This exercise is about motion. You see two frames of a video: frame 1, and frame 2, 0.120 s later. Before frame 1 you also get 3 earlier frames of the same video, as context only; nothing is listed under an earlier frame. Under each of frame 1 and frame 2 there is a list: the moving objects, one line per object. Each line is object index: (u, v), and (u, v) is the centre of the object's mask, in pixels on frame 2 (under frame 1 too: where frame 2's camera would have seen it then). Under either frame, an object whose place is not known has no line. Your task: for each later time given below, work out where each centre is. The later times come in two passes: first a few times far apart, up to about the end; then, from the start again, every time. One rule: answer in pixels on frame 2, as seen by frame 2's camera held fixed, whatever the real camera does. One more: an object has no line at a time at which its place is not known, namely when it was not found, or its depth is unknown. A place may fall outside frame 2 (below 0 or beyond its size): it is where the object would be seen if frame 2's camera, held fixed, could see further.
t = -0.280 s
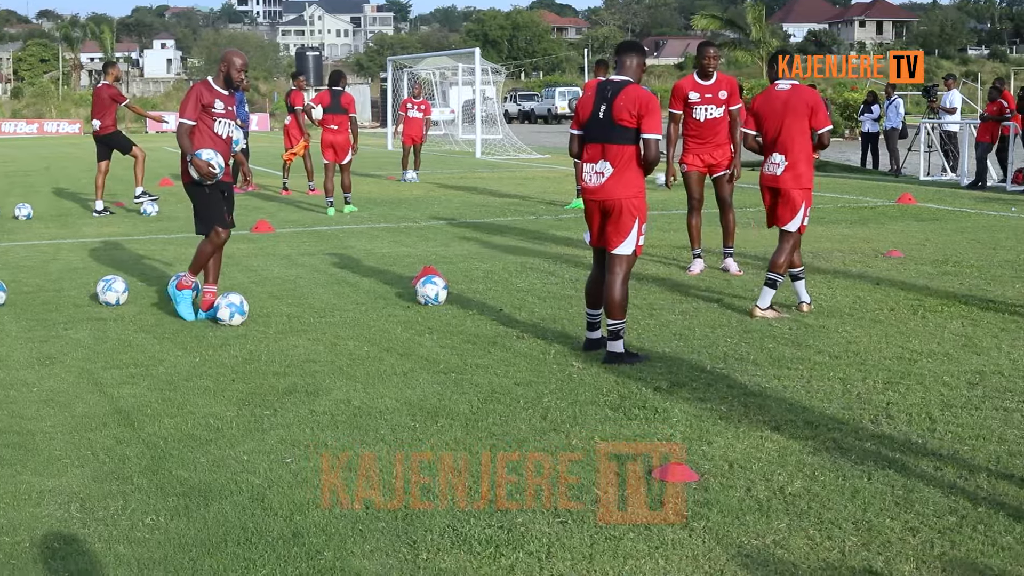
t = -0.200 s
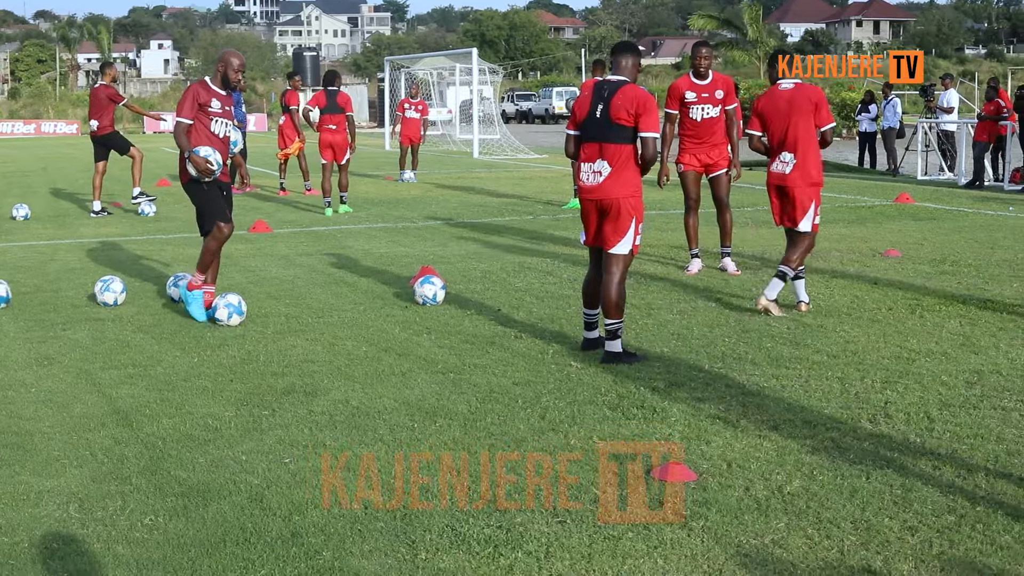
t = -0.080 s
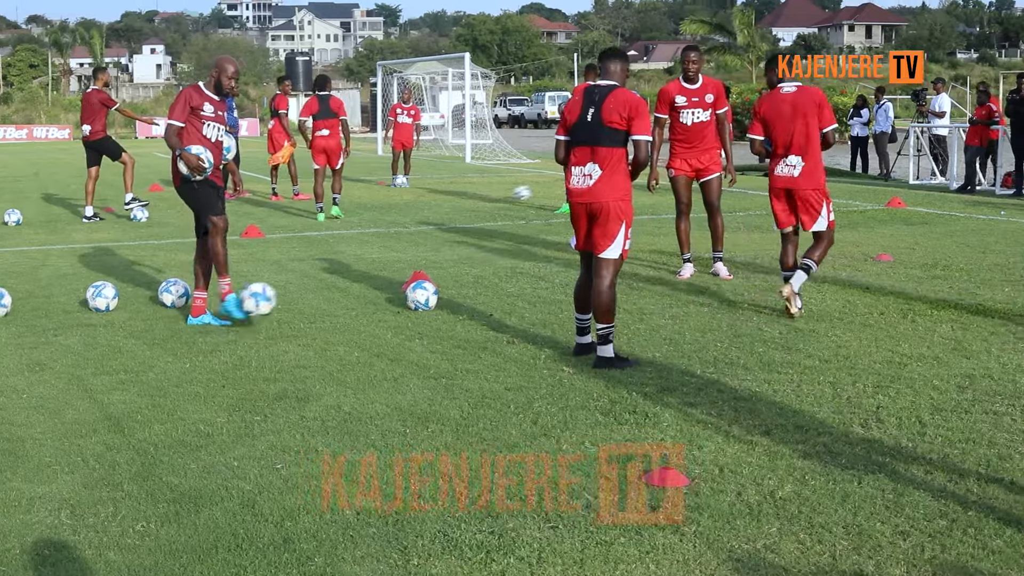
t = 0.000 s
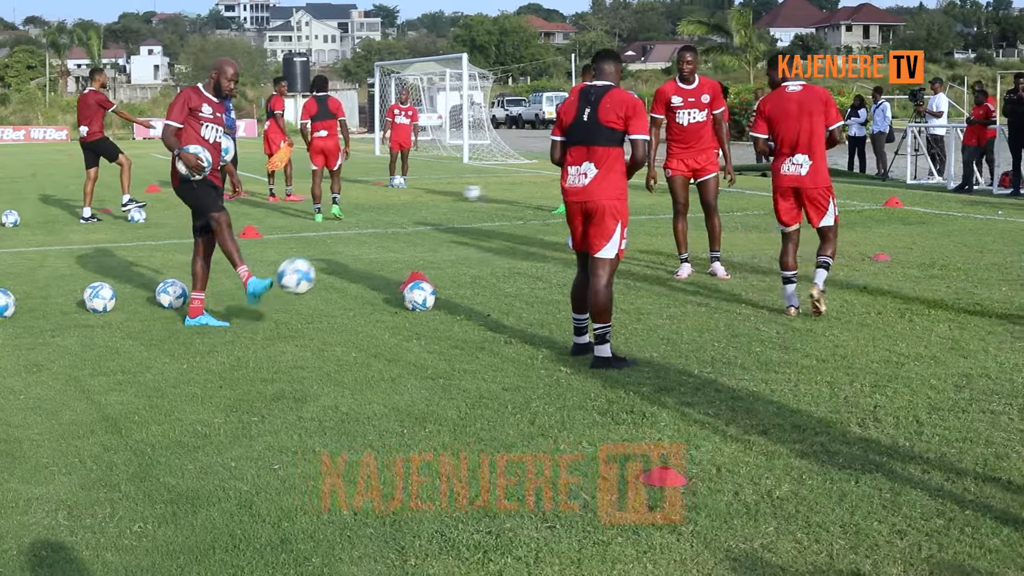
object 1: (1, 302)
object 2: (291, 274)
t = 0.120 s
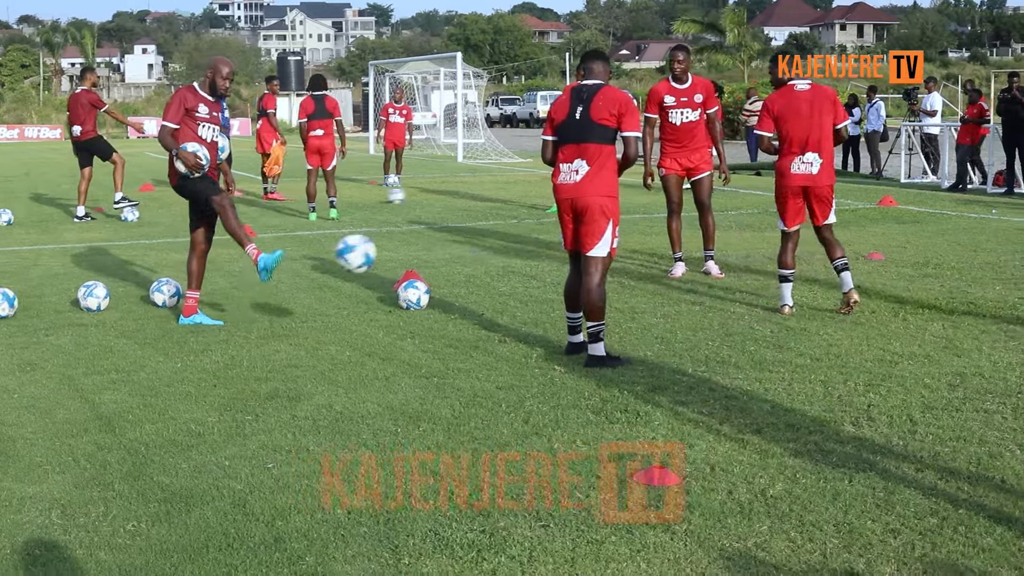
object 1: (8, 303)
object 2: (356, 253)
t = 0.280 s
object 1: (18, 302)
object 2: (455, 262)
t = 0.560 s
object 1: (19, 306)
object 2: (662, 392)
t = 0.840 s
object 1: (25, 308)
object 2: (817, 392)
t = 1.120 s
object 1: (27, 310)
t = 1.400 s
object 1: (29, 308)
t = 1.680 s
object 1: (29, 308)
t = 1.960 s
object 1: (28, 309)
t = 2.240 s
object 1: (27, 309)
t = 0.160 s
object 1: (12, 304)
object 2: (379, 252)
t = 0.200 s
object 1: (14, 303)
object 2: (403, 251)
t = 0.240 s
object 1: (17, 304)
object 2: (428, 255)
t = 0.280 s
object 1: (18, 302)
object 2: (455, 262)
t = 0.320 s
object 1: (14, 302)
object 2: (483, 272)
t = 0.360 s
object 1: (15, 304)
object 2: (511, 286)
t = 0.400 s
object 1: (17, 305)
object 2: (540, 303)
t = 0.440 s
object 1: (16, 304)
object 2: (571, 325)
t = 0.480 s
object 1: (17, 306)
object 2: (603, 351)
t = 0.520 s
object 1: (18, 307)
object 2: (635, 380)
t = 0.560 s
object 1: (19, 306)
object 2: (662, 392)
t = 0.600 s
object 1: (21, 307)
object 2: (683, 382)
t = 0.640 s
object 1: (21, 307)
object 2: (704, 375)
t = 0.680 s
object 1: (23, 308)
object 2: (725, 372)
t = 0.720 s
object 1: (23, 308)
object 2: (747, 371)
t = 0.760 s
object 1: (24, 308)
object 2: (769, 374)
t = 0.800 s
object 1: (25, 308)
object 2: (793, 381)
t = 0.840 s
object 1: (25, 308)
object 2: (817, 392)
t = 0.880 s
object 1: (26, 309)
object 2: (841, 406)
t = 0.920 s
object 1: (26, 308)
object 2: (865, 427)
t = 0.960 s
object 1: (27, 309)
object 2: (891, 439)
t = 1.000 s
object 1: (28, 309)
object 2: (917, 435)
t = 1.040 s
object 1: (28, 309)
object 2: (943, 435)
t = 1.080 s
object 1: (28, 309)
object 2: (970, 438)
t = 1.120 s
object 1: (27, 310)
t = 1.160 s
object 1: (28, 309)
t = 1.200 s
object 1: (28, 310)
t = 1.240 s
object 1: (27, 309)
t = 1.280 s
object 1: (28, 310)
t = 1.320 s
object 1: (28, 309)
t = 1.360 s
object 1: (29, 309)
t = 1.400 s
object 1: (29, 308)
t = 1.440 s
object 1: (28, 308)
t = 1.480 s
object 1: (28, 309)
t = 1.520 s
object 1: (29, 308)
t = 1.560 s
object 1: (30, 307)
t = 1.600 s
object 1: (28, 308)
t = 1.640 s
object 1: (28, 309)
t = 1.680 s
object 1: (29, 308)
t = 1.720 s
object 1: (28, 307)
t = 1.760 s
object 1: (28, 308)
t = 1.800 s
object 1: (28, 309)
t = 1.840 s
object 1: (28, 309)
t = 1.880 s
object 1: (28, 308)
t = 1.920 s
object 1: (28, 309)
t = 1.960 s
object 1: (28, 309)
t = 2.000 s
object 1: (28, 309)
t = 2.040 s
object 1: (28, 309)
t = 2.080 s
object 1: (28, 309)
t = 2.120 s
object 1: (27, 309)
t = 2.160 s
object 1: (27, 309)
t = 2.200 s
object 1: (27, 310)
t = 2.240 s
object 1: (27, 309)
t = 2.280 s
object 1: (26, 310)
